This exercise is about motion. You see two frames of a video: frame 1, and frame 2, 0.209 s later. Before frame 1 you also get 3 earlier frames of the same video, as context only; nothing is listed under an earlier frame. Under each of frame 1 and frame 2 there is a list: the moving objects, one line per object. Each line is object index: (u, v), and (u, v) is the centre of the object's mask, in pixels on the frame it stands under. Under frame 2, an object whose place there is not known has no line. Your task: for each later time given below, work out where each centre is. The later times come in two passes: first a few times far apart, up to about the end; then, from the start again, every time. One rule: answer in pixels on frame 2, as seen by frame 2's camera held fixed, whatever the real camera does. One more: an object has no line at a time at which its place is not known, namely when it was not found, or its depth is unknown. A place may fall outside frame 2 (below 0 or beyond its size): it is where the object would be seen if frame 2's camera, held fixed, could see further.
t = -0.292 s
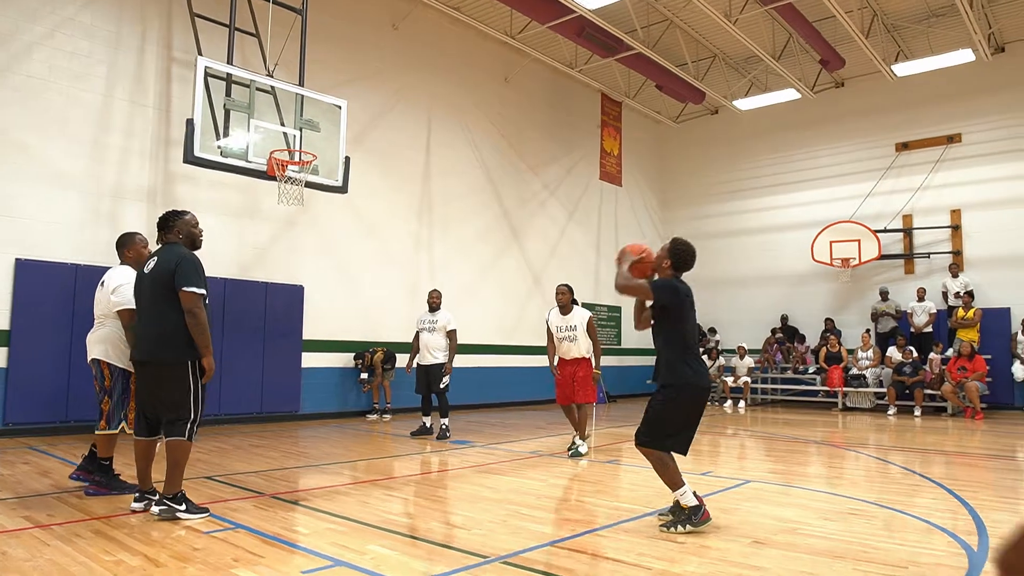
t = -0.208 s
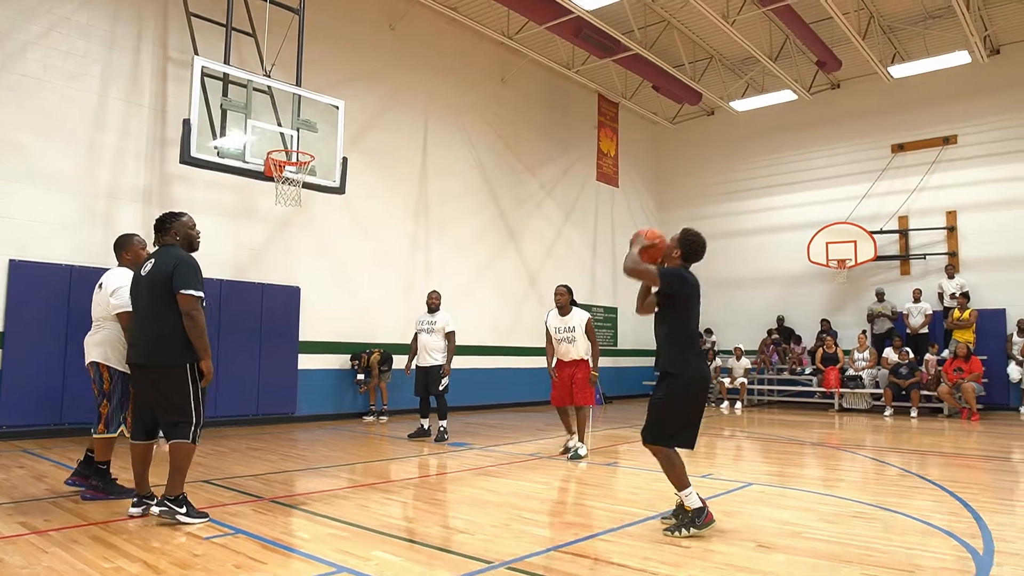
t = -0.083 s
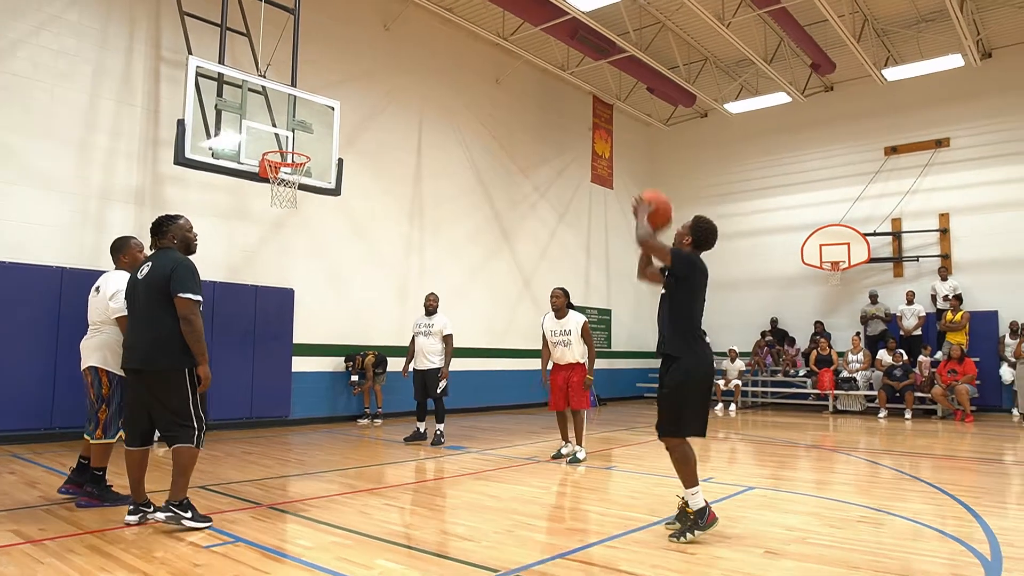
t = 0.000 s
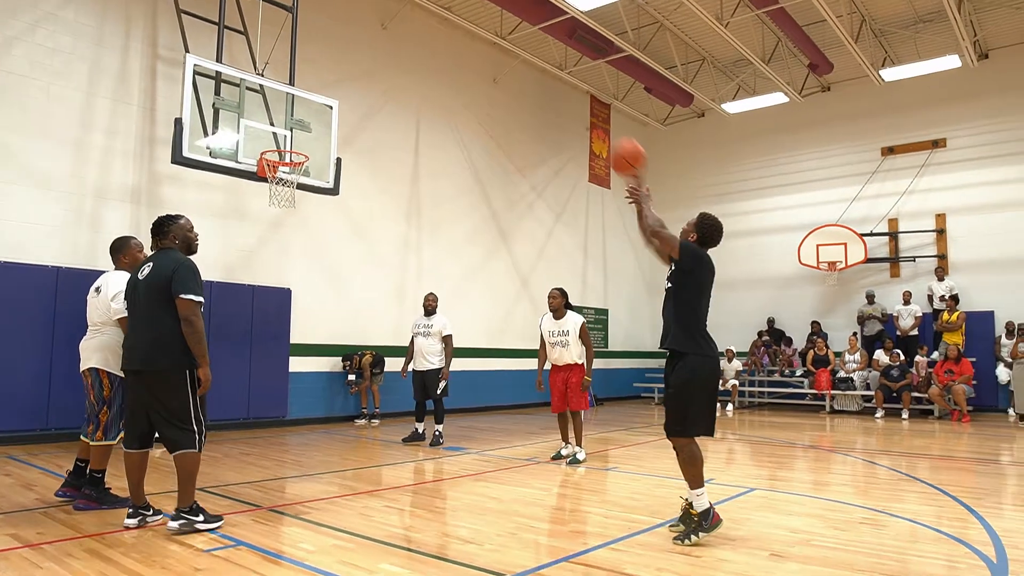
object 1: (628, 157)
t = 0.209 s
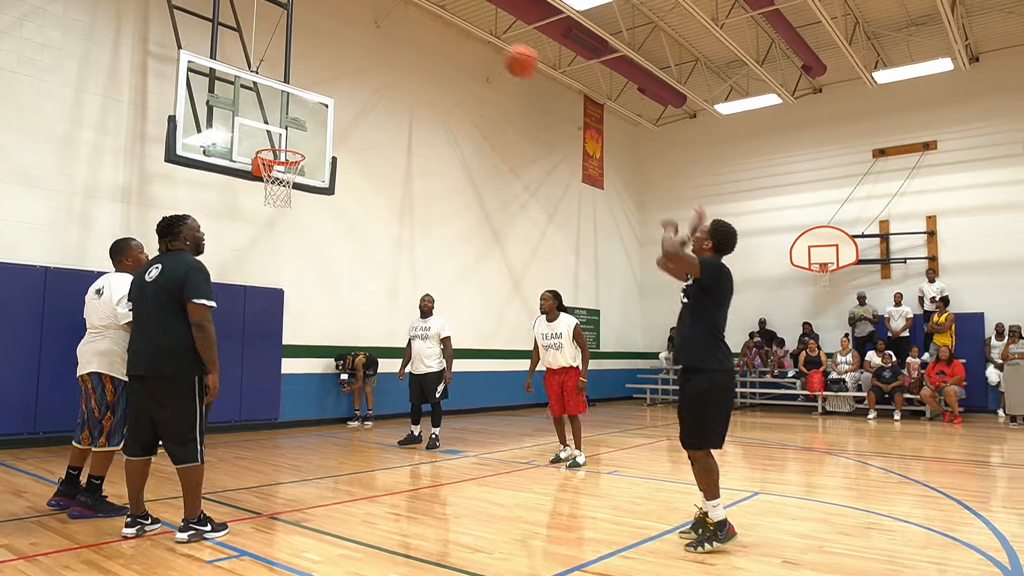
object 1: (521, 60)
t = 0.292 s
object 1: (486, 43)
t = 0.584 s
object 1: (382, 45)
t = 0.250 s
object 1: (503, 50)
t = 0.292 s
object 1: (486, 43)
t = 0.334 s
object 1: (469, 37)
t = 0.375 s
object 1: (452, 34)
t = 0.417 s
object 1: (437, 32)
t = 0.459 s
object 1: (422, 33)
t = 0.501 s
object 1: (408, 35)
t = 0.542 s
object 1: (394, 40)
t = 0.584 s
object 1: (382, 45)
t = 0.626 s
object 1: (368, 53)
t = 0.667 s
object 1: (359, 62)
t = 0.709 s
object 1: (343, 71)
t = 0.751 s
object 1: (328, 84)
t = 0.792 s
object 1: (316, 95)
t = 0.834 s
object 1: (304, 111)
